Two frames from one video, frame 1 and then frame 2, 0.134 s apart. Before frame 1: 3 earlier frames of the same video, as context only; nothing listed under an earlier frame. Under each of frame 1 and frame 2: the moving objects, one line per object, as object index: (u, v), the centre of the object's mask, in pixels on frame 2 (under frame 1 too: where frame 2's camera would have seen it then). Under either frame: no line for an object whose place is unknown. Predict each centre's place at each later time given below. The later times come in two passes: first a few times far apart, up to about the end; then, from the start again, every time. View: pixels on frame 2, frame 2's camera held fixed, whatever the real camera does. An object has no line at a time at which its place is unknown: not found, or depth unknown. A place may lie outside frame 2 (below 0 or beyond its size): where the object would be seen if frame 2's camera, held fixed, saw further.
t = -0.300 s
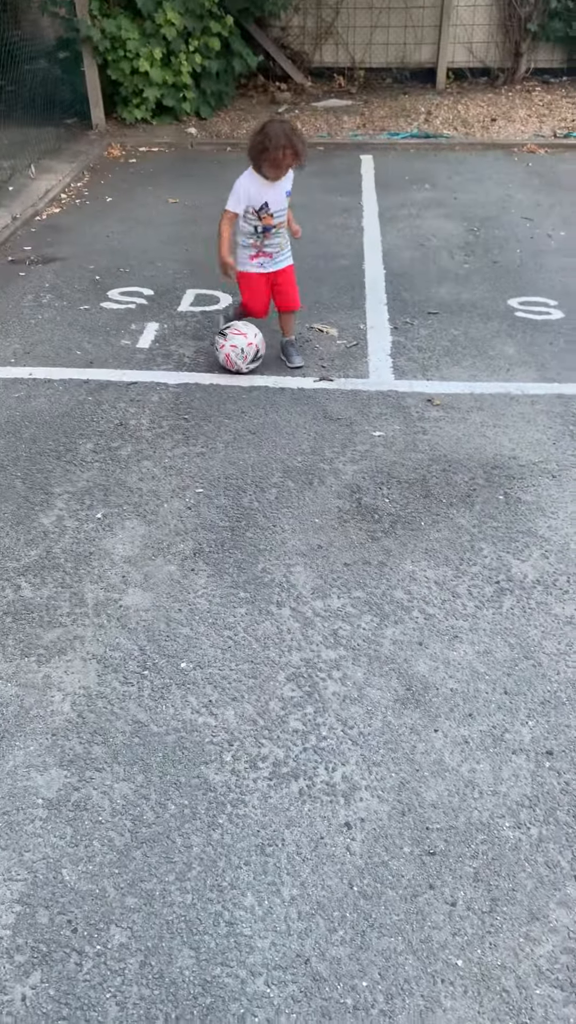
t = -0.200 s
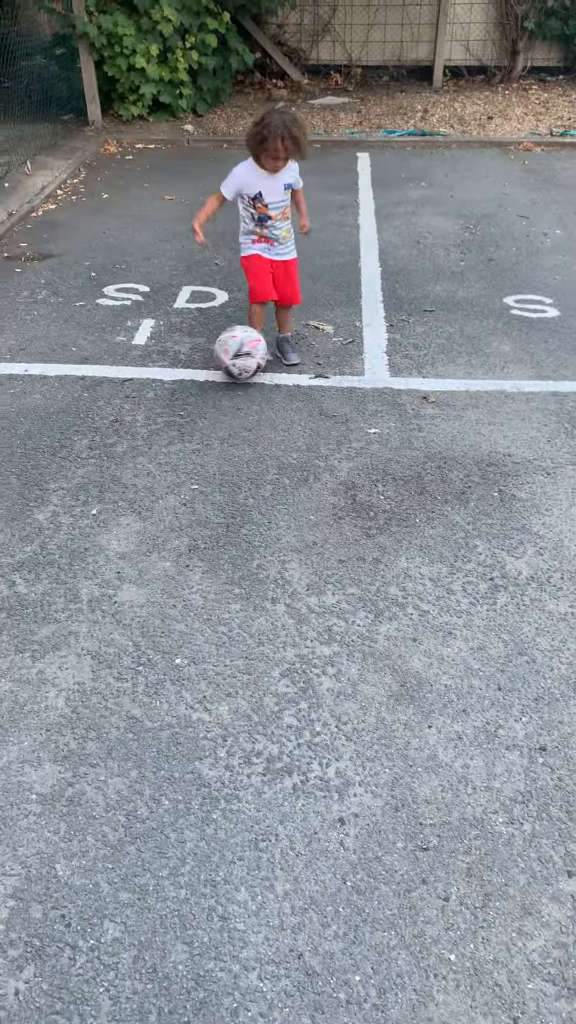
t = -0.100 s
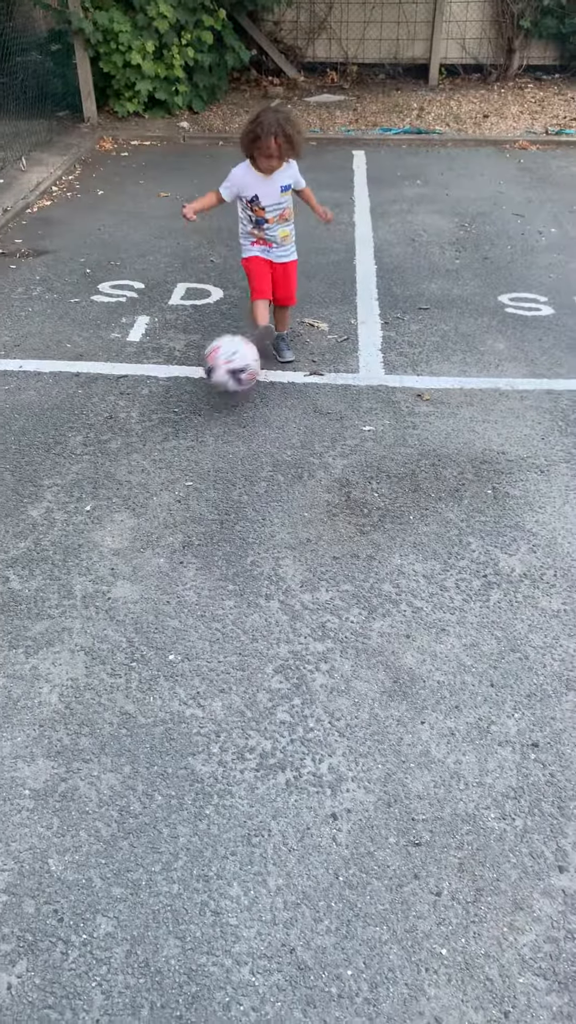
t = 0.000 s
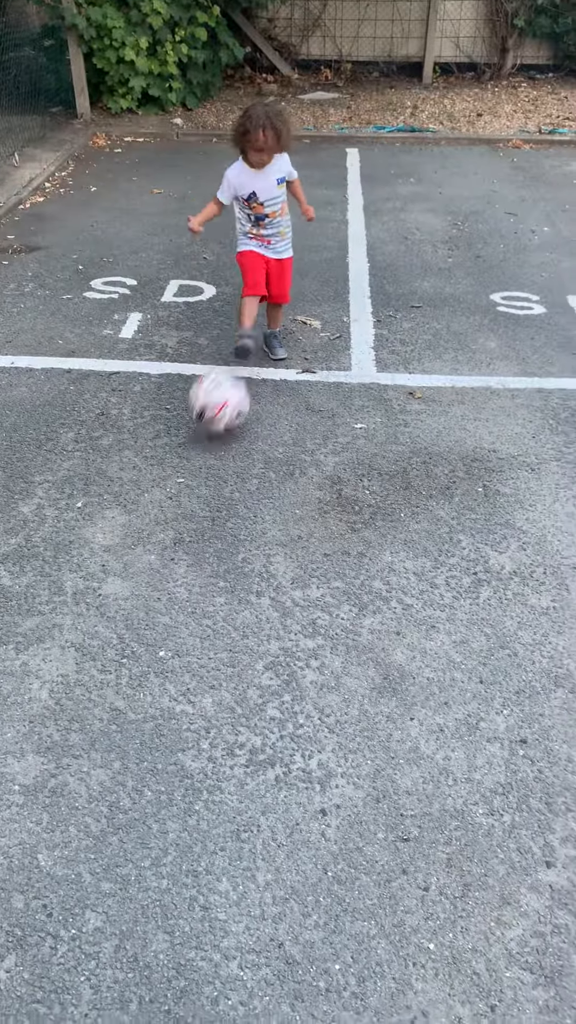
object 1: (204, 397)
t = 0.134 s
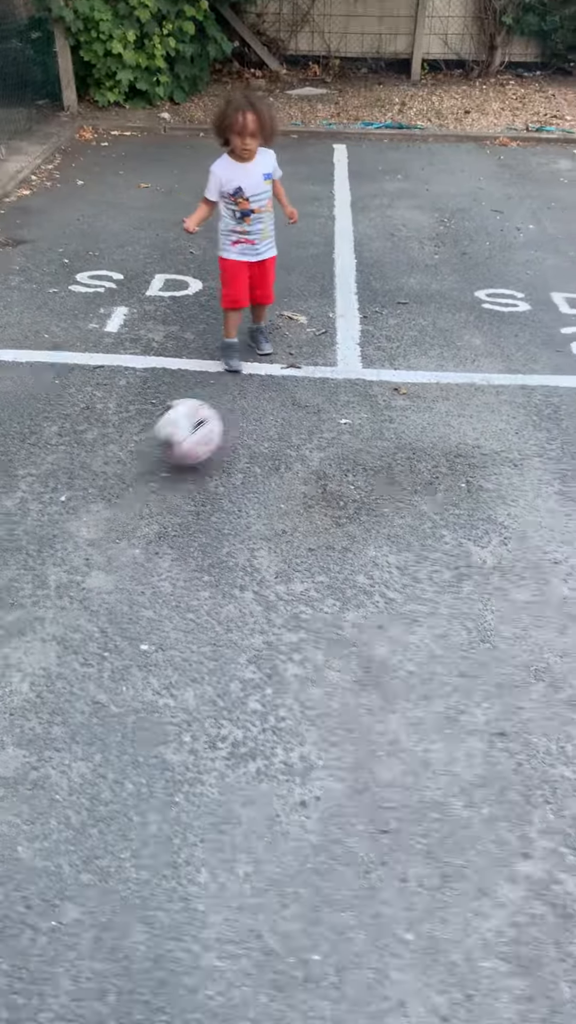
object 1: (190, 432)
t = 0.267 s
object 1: (163, 479)
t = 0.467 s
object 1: (120, 536)
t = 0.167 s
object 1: (183, 439)
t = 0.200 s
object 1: (175, 451)
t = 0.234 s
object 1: (170, 463)
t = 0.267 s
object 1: (163, 479)
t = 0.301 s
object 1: (156, 483)
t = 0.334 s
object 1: (149, 488)
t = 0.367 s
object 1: (142, 500)
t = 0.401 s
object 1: (135, 512)
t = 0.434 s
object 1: (128, 528)
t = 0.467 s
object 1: (120, 536)
